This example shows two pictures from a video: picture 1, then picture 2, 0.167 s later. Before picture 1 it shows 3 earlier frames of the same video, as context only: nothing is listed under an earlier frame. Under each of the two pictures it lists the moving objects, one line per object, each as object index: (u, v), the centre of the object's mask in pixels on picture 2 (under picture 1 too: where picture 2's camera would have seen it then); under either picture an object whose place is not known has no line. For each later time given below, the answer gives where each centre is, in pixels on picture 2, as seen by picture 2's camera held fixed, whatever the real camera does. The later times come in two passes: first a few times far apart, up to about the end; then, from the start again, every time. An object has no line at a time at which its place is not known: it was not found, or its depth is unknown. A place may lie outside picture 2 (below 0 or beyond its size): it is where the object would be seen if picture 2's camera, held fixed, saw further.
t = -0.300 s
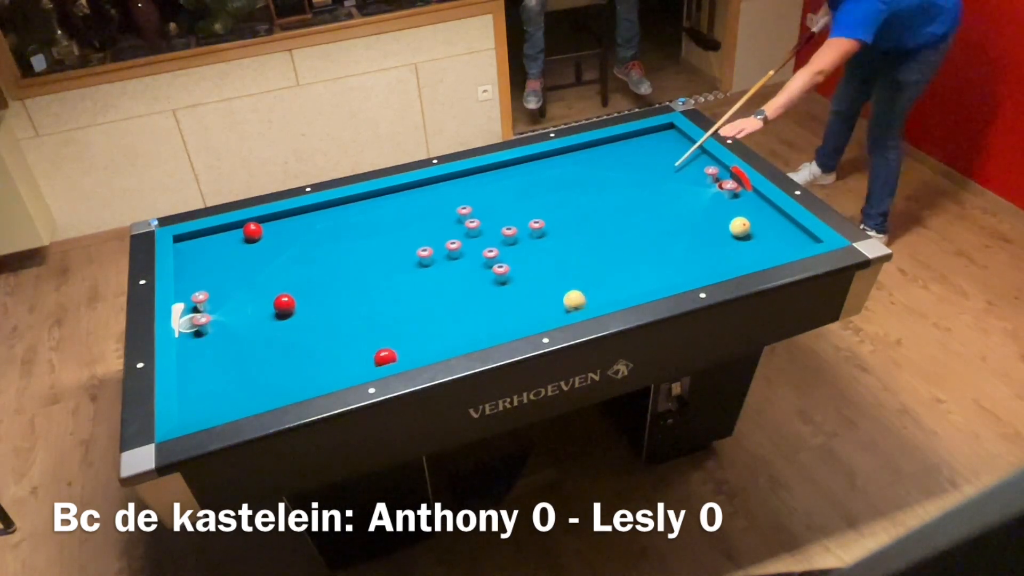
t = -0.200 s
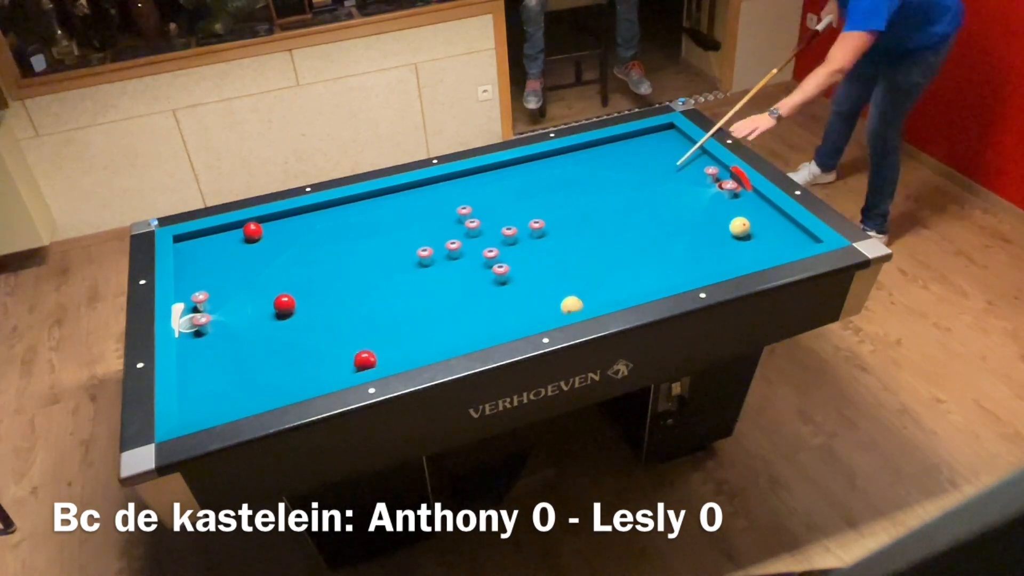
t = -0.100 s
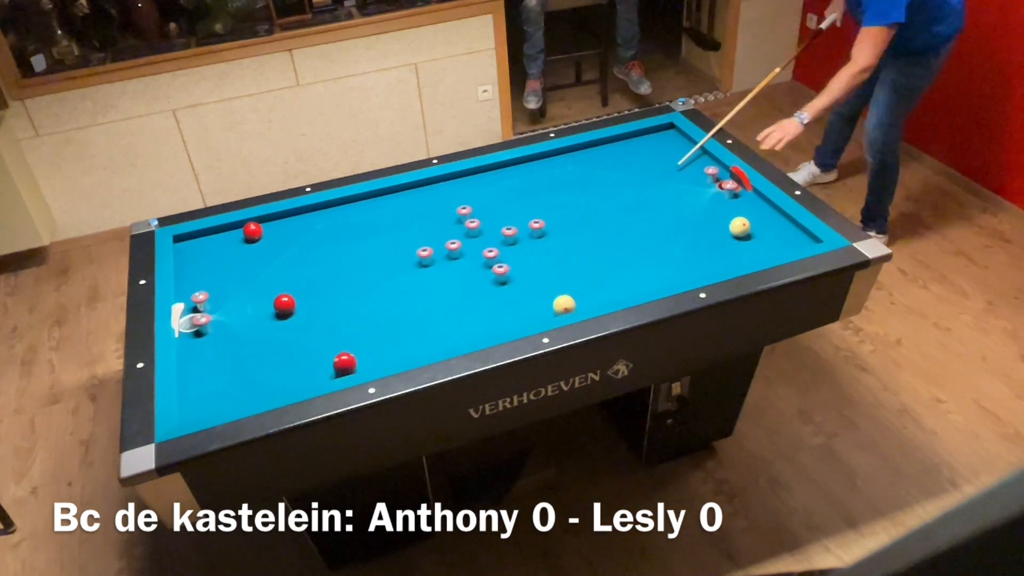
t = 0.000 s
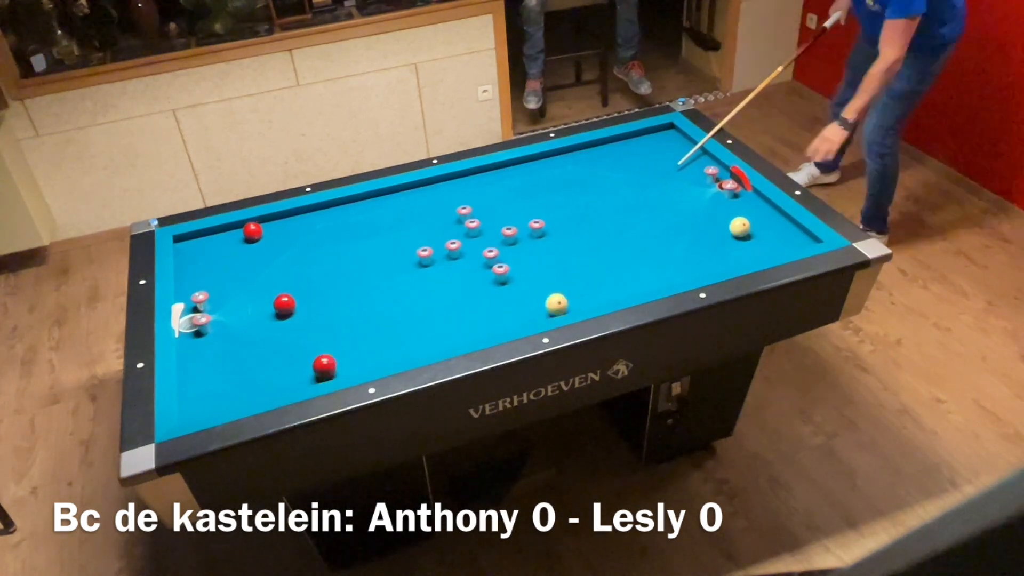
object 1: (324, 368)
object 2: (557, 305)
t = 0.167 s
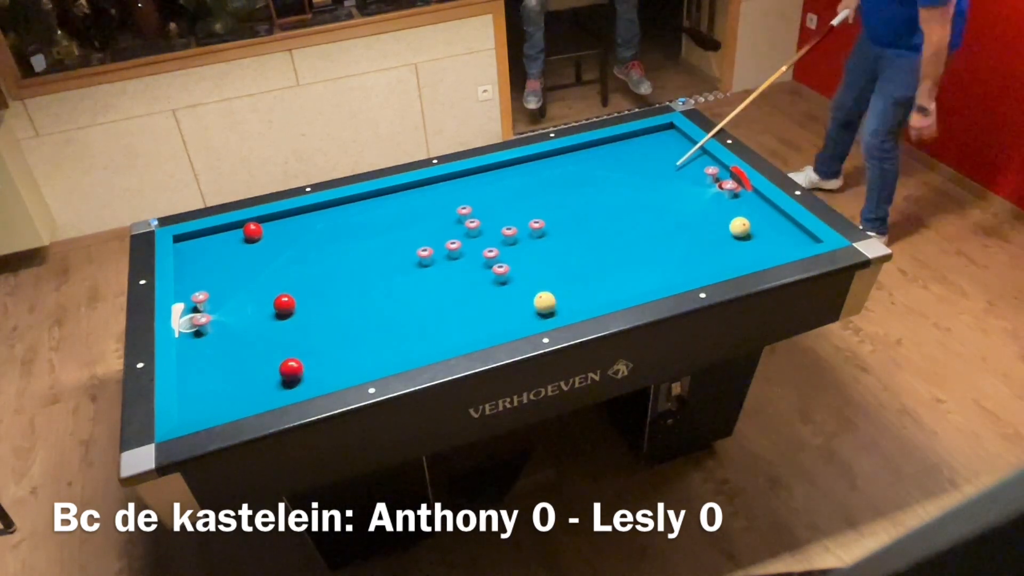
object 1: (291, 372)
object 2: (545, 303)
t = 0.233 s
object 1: (278, 374)
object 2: (540, 302)
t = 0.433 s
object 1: (239, 376)
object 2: (527, 300)
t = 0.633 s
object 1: (201, 379)
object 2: (514, 298)
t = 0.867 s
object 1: (209, 371)
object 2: (500, 295)
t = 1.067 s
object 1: (229, 360)
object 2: (489, 294)
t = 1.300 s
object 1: (251, 349)
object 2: (477, 292)
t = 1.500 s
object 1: (268, 340)
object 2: (468, 290)
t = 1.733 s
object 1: (287, 330)
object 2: (458, 289)
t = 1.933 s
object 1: (303, 322)
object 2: (449, 287)
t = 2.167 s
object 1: (320, 313)
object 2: (441, 286)
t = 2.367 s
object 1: (333, 306)
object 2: (434, 285)
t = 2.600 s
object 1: (347, 298)
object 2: (427, 284)
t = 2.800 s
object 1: (359, 292)
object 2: (422, 284)
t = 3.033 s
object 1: (371, 285)
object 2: (416, 283)
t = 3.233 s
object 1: (381, 280)
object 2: (412, 282)
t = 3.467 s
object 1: (391, 273)
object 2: (408, 282)
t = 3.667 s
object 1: (399, 267)
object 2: (406, 281)
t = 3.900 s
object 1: (410, 263)
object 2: (403, 281)
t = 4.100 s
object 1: (409, 265)
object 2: (401, 281)
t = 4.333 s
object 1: (404, 266)
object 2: (400, 281)
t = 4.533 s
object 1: (400, 267)
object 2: (400, 282)
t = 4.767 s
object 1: (396, 268)
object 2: (399, 283)
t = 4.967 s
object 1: (393, 268)
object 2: (399, 284)
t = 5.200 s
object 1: (391, 269)
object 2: (399, 284)
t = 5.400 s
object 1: (390, 269)
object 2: (399, 284)
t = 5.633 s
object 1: (389, 270)
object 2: (399, 284)
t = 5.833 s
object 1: (389, 270)
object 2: (399, 284)
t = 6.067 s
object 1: (389, 270)
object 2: (399, 284)
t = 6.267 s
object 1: (389, 270)
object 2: (399, 284)
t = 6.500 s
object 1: (389, 270)
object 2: (399, 284)
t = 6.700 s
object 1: (389, 270)
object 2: (399, 284)
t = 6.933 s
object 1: (389, 270)
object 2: (399, 284)
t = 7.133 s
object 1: (389, 270)
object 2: (399, 284)
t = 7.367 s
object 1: (389, 270)
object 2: (399, 284)
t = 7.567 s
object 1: (389, 270)
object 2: (399, 284)
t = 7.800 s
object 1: (389, 270)
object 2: (399, 284)
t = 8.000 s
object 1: (389, 270)
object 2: (399, 284)
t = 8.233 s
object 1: (389, 270)
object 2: (399, 284)
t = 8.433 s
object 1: (389, 270)
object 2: (399, 284)
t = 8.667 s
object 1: (389, 270)
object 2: (399, 284)
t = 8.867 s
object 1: (389, 270)
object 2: (399, 284)
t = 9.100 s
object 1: (389, 270)
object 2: (399, 284)
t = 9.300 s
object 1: (389, 270)
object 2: (399, 284)
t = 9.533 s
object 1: (389, 270)
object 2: (399, 284)
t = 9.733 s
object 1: (389, 270)
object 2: (399, 284)
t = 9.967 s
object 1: (389, 270)
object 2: (399, 284)
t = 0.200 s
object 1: (284, 373)
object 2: (542, 302)
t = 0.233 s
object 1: (278, 374)
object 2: (540, 302)
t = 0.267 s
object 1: (271, 375)
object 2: (538, 301)
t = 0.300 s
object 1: (265, 375)
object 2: (535, 301)
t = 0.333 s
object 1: (258, 376)
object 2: (533, 301)
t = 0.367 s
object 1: (252, 377)
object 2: (531, 301)
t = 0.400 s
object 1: (245, 377)
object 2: (529, 300)
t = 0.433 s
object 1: (239, 376)
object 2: (527, 300)
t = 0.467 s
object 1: (233, 377)
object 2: (524, 299)
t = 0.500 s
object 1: (227, 377)
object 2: (522, 299)
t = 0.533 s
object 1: (220, 378)
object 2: (520, 299)
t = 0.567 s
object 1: (213, 379)
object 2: (518, 298)
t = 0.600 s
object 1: (207, 380)
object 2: (516, 298)
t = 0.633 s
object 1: (201, 379)
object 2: (514, 298)
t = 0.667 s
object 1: (195, 381)
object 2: (512, 297)
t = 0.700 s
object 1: (190, 381)
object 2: (510, 297)
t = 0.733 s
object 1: (195, 379)
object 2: (508, 297)
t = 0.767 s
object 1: (199, 377)
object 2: (506, 296)
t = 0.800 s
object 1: (202, 374)
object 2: (504, 296)
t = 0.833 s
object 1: (205, 373)
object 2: (502, 296)
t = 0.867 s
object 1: (209, 371)
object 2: (500, 295)
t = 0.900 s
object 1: (212, 369)
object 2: (499, 295)
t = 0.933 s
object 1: (216, 367)
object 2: (497, 295)
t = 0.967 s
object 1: (219, 366)
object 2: (495, 294)
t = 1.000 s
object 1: (223, 364)
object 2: (493, 294)
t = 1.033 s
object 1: (226, 362)
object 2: (491, 294)
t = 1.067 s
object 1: (229, 360)
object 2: (489, 294)
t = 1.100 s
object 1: (232, 359)
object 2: (487, 293)
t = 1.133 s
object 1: (235, 357)
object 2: (486, 293)
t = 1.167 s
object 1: (239, 355)
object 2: (484, 293)
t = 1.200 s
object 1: (242, 353)
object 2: (482, 292)
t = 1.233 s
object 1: (245, 352)
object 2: (481, 292)
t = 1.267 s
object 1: (248, 351)
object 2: (479, 292)
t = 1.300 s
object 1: (251, 349)
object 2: (477, 292)
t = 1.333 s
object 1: (254, 347)
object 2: (476, 291)
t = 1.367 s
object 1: (257, 346)
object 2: (474, 291)
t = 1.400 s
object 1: (260, 344)
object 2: (473, 291)
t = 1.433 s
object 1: (263, 343)
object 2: (471, 291)
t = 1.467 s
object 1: (266, 341)
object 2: (469, 290)
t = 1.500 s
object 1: (268, 340)
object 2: (468, 290)
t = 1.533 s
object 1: (271, 339)
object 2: (466, 290)
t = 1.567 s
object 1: (274, 337)
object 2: (465, 290)
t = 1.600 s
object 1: (277, 335)
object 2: (463, 290)
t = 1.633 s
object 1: (280, 334)
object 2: (462, 289)
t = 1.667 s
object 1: (282, 333)
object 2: (460, 289)
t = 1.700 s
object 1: (285, 332)
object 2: (459, 289)
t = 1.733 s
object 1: (287, 330)
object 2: (458, 289)
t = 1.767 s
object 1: (290, 328)
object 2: (456, 288)
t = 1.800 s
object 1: (293, 327)
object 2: (455, 288)
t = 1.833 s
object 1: (295, 326)
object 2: (453, 288)
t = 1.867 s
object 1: (298, 325)
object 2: (452, 288)
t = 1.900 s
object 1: (300, 324)
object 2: (451, 288)
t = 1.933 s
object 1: (303, 322)
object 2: (449, 287)
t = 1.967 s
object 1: (306, 321)
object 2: (448, 287)
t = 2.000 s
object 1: (308, 320)
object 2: (447, 287)
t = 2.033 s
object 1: (310, 319)
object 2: (445, 287)
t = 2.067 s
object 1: (313, 317)
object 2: (444, 287)
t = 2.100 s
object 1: (315, 316)
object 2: (443, 286)
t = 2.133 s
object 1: (317, 315)
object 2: (442, 286)
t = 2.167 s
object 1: (320, 313)
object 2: (441, 286)
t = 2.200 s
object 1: (322, 312)
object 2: (440, 286)
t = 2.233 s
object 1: (324, 311)
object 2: (439, 286)
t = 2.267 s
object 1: (326, 310)
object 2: (438, 286)
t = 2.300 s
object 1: (328, 309)
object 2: (436, 286)
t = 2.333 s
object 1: (331, 307)
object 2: (435, 285)
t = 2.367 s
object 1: (333, 306)
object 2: (434, 285)
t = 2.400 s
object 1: (335, 305)
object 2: (433, 285)
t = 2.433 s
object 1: (337, 304)
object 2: (432, 285)
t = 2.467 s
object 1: (339, 303)
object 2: (431, 285)
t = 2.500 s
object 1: (341, 302)
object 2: (430, 285)
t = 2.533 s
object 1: (343, 300)
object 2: (429, 285)
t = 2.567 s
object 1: (345, 300)
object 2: (428, 284)
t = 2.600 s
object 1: (347, 298)
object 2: (427, 284)
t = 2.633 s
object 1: (349, 297)
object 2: (426, 284)
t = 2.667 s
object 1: (351, 296)
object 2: (425, 284)
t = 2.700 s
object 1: (353, 295)
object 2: (424, 284)
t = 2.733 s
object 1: (355, 294)
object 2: (423, 284)
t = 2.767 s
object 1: (357, 293)
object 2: (422, 284)
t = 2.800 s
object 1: (359, 292)
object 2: (422, 284)
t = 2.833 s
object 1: (361, 291)
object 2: (421, 284)
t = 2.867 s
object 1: (362, 290)
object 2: (420, 283)
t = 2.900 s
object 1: (364, 289)
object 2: (419, 283)
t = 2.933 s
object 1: (366, 288)
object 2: (418, 283)
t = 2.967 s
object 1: (368, 287)
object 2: (418, 283)
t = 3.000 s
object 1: (370, 286)
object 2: (417, 283)
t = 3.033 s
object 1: (371, 285)
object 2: (416, 283)
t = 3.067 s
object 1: (373, 284)
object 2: (415, 283)
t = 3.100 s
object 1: (375, 283)
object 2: (415, 283)
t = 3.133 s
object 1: (376, 282)
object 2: (414, 283)
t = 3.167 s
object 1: (378, 281)
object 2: (413, 282)
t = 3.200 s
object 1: (379, 281)
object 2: (413, 282)
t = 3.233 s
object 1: (381, 280)
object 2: (412, 282)
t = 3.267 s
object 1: (383, 279)
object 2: (412, 282)
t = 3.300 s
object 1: (384, 278)
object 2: (411, 282)
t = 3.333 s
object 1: (386, 277)
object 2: (410, 282)
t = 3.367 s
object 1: (387, 276)
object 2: (410, 282)
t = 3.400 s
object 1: (388, 275)
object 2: (409, 282)
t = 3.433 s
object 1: (390, 274)
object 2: (409, 282)
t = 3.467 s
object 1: (391, 273)
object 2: (408, 282)
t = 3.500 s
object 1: (392, 272)
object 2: (408, 282)
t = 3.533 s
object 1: (393, 271)
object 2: (407, 281)
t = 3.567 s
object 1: (394, 270)
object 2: (407, 281)
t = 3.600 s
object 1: (396, 269)
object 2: (406, 281)
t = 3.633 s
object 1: (398, 268)
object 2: (406, 281)
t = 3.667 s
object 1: (399, 267)
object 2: (406, 281)
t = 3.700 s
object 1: (401, 265)
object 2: (405, 281)
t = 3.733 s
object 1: (403, 265)
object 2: (405, 281)
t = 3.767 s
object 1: (405, 264)
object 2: (404, 281)
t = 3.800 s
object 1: (407, 264)
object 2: (404, 281)
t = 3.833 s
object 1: (408, 264)
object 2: (404, 281)
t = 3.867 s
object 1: (409, 264)
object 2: (403, 281)
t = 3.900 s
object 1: (410, 263)
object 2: (403, 281)
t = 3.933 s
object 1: (412, 263)
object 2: (403, 281)
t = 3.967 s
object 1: (412, 263)
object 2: (403, 281)
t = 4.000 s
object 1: (411, 264)
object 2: (402, 281)
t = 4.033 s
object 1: (410, 264)
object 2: (402, 281)
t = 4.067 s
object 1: (410, 264)
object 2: (402, 281)
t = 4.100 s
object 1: (409, 265)
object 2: (401, 281)
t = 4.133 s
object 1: (408, 265)
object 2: (401, 281)
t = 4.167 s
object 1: (408, 265)
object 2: (401, 281)
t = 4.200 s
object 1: (407, 265)
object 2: (401, 281)
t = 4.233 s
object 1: (406, 265)
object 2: (401, 281)
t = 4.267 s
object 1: (405, 266)
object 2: (400, 281)
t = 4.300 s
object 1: (404, 266)
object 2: (400, 281)
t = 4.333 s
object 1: (404, 266)
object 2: (400, 281)
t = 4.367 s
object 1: (403, 266)
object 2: (400, 281)
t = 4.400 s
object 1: (402, 266)
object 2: (400, 281)
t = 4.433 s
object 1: (402, 267)
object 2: (400, 282)
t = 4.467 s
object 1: (401, 267)
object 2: (400, 282)
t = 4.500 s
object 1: (400, 267)
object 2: (400, 282)
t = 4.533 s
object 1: (400, 267)
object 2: (400, 282)
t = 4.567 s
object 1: (399, 267)
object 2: (400, 282)
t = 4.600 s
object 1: (398, 267)
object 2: (399, 283)
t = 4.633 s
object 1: (398, 267)
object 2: (399, 283)
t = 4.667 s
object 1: (397, 267)
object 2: (399, 283)
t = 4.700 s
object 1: (397, 267)
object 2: (399, 283)
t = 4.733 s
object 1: (396, 268)
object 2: (399, 283)
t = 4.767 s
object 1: (396, 268)
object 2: (399, 283)
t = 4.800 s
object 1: (395, 268)
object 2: (399, 283)
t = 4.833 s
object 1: (395, 268)
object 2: (399, 283)
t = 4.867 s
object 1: (394, 268)
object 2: (399, 283)
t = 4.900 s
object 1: (394, 268)
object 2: (399, 284)
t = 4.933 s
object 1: (394, 268)
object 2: (399, 284)
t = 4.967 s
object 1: (393, 268)
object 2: (399, 284)
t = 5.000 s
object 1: (393, 269)
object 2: (399, 284)
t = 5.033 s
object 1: (392, 269)
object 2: (399, 284)
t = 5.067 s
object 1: (392, 269)
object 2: (399, 284)
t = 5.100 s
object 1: (392, 269)
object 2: (399, 284)
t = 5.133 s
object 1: (391, 269)
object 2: (399, 284)
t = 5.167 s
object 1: (391, 269)
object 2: (399, 284)
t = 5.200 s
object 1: (391, 269)
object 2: (399, 284)
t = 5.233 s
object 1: (391, 269)
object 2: (399, 284)
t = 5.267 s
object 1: (391, 269)
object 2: (399, 284)
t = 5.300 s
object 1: (391, 269)
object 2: (399, 284)
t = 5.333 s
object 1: (390, 270)
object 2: (399, 284)
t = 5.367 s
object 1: (390, 269)
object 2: (399, 284)
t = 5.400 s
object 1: (390, 269)
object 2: (399, 284)
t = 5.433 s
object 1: (390, 270)
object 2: (399, 284)
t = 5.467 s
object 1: (390, 269)
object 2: (399, 284)
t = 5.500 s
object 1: (389, 270)
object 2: (399, 284)
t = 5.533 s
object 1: (390, 270)
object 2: (399, 284)
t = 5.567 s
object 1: (389, 270)
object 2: (399, 284)
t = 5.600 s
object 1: (389, 270)
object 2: (399, 284)
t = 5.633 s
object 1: (389, 270)
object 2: (399, 284)
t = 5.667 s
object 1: (389, 270)
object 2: (399, 284)
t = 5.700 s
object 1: (389, 270)
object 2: (399, 284)
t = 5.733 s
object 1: (389, 270)
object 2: (399, 284)
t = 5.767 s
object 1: (389, 270)
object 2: (399, 284)
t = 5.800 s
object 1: (389, 270)
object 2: (399, 284)
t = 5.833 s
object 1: (389, 270)
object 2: (399, 284)
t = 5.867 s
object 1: (389, 270)
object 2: (399, 284)
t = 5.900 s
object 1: (389, 270)
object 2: (399, 284)
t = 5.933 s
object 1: (389, 270)
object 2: (399, 284)
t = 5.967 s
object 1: (389, 270)
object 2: (399, 284)
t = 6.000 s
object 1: (389, 270)
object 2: (399, 284)
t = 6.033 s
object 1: (389, 270)
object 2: (399, 284)
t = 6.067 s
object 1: (389, 270)
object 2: (399, 284)
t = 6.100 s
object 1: (389, 270)
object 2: (399, 284)
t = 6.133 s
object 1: (389, 270)
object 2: (399, 284)
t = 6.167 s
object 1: (389, 270)
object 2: (399, 284)
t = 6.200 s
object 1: (389, 270)
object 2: (399, 284)
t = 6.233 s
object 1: (389, 270)
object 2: (399, 284)
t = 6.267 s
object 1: (389, 270)
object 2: (399, 284)
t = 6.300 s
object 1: (389, 270)
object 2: (399, 284)
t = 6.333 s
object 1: (389, 270)
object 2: (399, 284)
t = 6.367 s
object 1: (389, 270)
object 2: (399, 284)
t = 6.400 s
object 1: (389, 270)
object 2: (399, 284)
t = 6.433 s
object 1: (389, 270)
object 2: (399, 284)
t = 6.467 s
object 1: (389, 270)
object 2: (399, 284)
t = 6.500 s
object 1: (389, 270)
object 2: (399, 284)
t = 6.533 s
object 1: (389, 270)
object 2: (399, 284)
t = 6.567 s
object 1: (389, 270)
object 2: (399, 284)
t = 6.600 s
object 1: (389, 270)
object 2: (399, 284)
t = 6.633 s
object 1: (389, 270)
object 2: (399, 284)
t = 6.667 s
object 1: (389, 270)
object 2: (399, 284)
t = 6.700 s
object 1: (389, 270)
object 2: (399, 284)
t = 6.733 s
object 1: (389, 270)
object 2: (399, 284)
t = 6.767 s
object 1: (389, 270)
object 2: (399, 284)
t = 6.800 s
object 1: (389, 270)
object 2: (399, 284)
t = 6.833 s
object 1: (389, 270)
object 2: (399, 284)
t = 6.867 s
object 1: (389, 270)
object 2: (399, 284)
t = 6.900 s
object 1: (389, 270)
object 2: (399, 284)
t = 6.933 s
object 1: (389, 270)
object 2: (399, 284)
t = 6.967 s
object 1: (389, 270)
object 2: (399, 284)
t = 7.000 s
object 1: (389, 270)
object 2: (399, 284)
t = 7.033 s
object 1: (389, 270)
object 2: (399, 284)
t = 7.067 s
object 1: (389, 270)
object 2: (399, 284)
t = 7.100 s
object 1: (389, 270)
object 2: (399, 284)
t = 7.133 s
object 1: (389, 270)
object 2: (399, 284)
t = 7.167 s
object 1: (389, 270)
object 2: (399, 284)
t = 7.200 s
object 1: (389, 270)
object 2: (399, 284)
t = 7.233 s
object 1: (389, 270)
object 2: (399, 284)
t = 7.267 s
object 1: (389, 270)
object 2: (399, 284)
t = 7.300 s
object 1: (389, 270)
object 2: (399, 284)
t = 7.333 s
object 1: (389, 270)
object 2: (399, 284)
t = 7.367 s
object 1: (389, 270)
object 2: (399, 284)
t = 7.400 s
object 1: (389, 270)
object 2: (399, 284)
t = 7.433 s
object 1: (389, 270)
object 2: (399, 284)
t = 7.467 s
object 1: (389, 270)
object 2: (399, 284)
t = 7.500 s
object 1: (389, 270)
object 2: (399, 284)
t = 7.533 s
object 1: (389, 270)
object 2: (399, 284)
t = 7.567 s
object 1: (389, 270)
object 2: (399, 284)
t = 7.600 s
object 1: (389, 270)
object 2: (399, 284)
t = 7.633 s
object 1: (389, 270)
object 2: (399, 284)
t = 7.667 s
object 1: (389, 270)
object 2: (399, 284)
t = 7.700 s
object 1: (389, 270)
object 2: (399, 284)
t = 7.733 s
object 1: (389, 270)
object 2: (399, 284)
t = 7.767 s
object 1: (389, 270)
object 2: (399, 284)
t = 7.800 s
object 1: (389, 270)
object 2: (399, 284)
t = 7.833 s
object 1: (389, 270)
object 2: (399, 284)
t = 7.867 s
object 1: (389, 270)
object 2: (399, 284)
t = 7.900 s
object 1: (389, 270)
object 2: (399, 284)
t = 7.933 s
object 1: (389, 270)
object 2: (399, 284)
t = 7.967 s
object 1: (389, 270)
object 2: (399, 284)
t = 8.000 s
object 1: (389, 270)
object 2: (399, 284)
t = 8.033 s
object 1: (389, 270)
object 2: (399, 284)
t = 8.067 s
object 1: (389, 270)
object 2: (399, 284)
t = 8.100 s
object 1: (389, 270)
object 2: (399, 284)
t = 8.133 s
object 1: (389, 270)
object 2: (399, 284)
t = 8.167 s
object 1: (389, 270)
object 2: (399, 284)
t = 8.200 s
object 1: (389, 270)
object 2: (399, 284)
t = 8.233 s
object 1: (389, 270)
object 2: (399, 284)
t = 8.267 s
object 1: (389, 270)
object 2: (399, 284)
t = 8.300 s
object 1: (389, 270)
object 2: (399, 284)
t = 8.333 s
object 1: (389, 270)
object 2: (399, 284)
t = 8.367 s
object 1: (389, 270)
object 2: (399, 284)
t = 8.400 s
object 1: (389, 270)
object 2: (399, 284)
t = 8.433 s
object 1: (389, 270)
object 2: (399, 284)
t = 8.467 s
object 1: (389, 270)
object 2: (399, 284)
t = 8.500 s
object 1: (389, 270)
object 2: (399, 284)
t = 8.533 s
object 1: (389, 270)
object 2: (399, 284)
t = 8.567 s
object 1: (389, 270)
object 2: (399, 284)
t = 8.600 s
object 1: (389, 270)
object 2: (399, 284)
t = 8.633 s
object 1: (389, 270)
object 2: (399, 284)
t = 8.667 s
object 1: (389, 270)
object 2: (399, 284)
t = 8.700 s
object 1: (389, 270)
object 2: (399, 284)
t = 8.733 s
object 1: (389, 270)
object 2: (399, 284)
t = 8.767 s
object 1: (389, 270)
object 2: (399, 284)
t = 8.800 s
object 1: (389, 270)
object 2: (399, 284)
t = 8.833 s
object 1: (389, 270)
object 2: (399, 284)
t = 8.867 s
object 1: (389, 270)
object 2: (399, 284)
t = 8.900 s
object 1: (389, 270)
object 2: (399, 284)
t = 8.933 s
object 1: (389, 270)
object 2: (399, 284)
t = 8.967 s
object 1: (389, 270)
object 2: (399, 284)
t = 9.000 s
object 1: (389, 270)
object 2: (399, 284)
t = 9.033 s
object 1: (389, 270)
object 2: (399, 284)
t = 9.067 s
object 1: (389, 270)
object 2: (399, 284)
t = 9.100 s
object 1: (389, 270)
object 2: (399, 284)
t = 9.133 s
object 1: (389, 270)
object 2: (399, 284)
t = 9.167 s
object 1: (389, 270)
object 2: (399, 284)
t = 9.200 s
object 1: (389, 270)
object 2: (399, 284)
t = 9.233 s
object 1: (389, 270)
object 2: (399, 284)
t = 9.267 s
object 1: (389, 270)
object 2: (399, 284)
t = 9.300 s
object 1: (389, 270)
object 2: (399, 284)
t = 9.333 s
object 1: (389, 270)
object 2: (399, 284)
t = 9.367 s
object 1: (389, 270)
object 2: (399, 284)
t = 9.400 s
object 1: (389, 270)
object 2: (399, 284)
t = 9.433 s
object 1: (389, 270)
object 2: (399, 284)
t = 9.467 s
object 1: (389, 270)
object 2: (399, 284)
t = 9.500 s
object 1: (389, 270)
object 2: (399, 284)
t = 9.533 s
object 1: (389, 270)
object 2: (399, 284)
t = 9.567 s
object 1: (389, 270)
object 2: (399, 284)
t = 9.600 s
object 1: (389, 270)
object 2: (399, 284)
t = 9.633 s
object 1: (389, 270)
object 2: (399, 284)
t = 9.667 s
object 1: (389, 270)
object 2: (399, 284)
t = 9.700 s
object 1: (389, 270)
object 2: (399, 284)
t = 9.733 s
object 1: (389, 270)
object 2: (399, 284)
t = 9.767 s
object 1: (389, 270)
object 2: (399, 284)
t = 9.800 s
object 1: (389, 270)
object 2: (399, 284)
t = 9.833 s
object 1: (389, 270)
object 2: (399, 284)
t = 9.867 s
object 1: (389, 270)
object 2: (399, 284)
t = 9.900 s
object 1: (389, 270)
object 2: (399, 284)
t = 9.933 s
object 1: (389, 270)
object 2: (399, 284)
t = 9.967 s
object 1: (389, 270)
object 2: (399, 284)
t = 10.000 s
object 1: (389, 270)
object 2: (399, 284)
